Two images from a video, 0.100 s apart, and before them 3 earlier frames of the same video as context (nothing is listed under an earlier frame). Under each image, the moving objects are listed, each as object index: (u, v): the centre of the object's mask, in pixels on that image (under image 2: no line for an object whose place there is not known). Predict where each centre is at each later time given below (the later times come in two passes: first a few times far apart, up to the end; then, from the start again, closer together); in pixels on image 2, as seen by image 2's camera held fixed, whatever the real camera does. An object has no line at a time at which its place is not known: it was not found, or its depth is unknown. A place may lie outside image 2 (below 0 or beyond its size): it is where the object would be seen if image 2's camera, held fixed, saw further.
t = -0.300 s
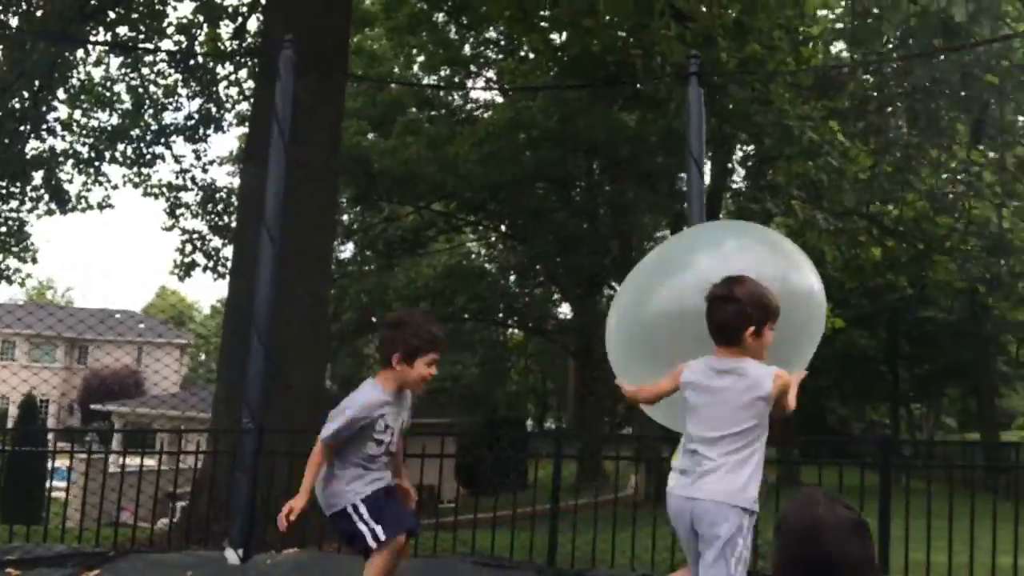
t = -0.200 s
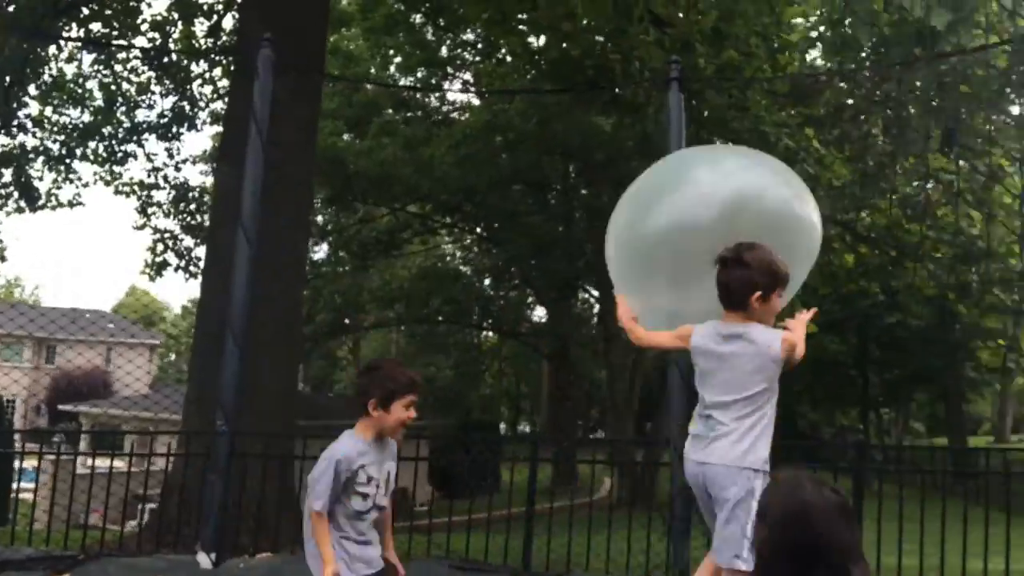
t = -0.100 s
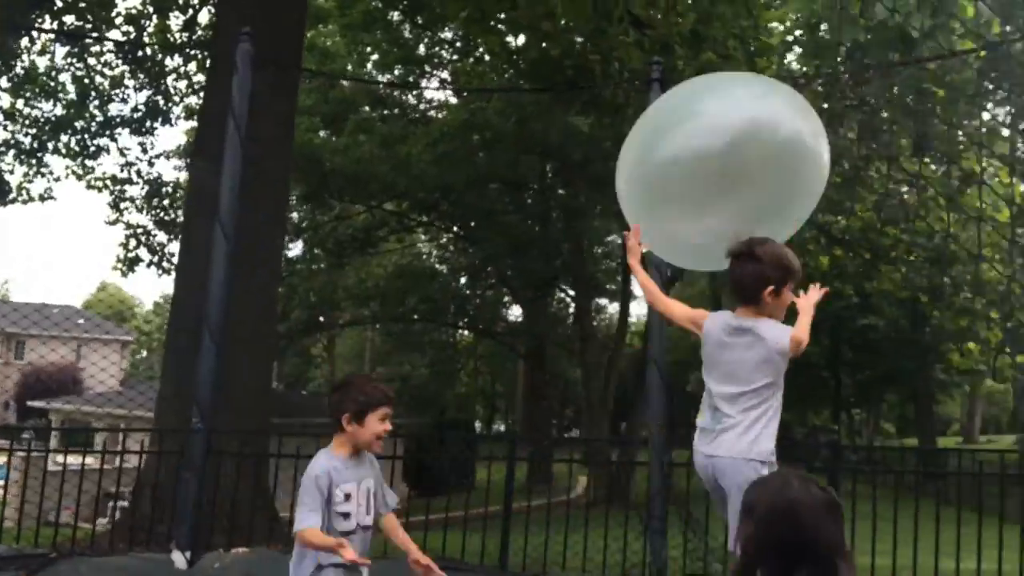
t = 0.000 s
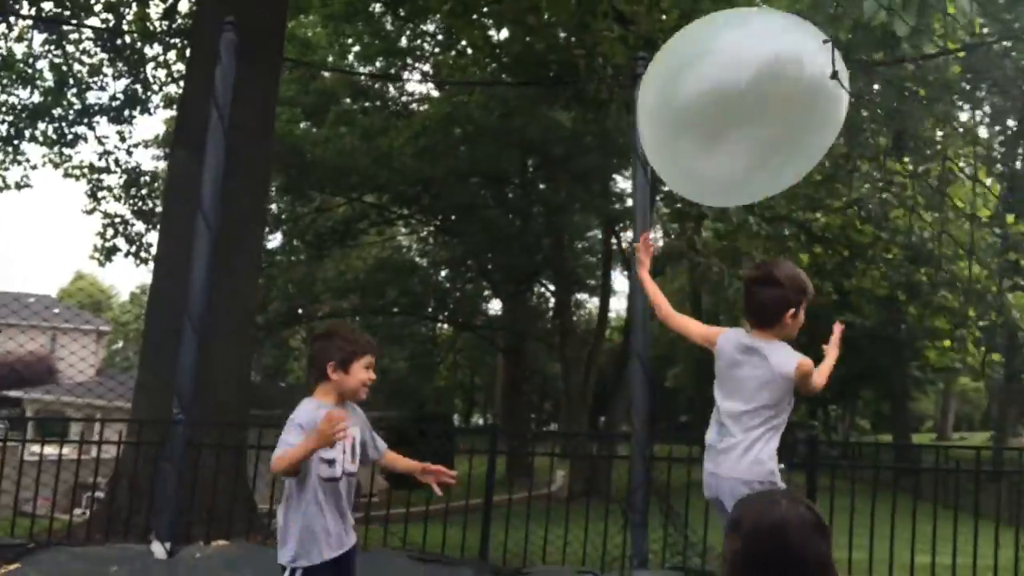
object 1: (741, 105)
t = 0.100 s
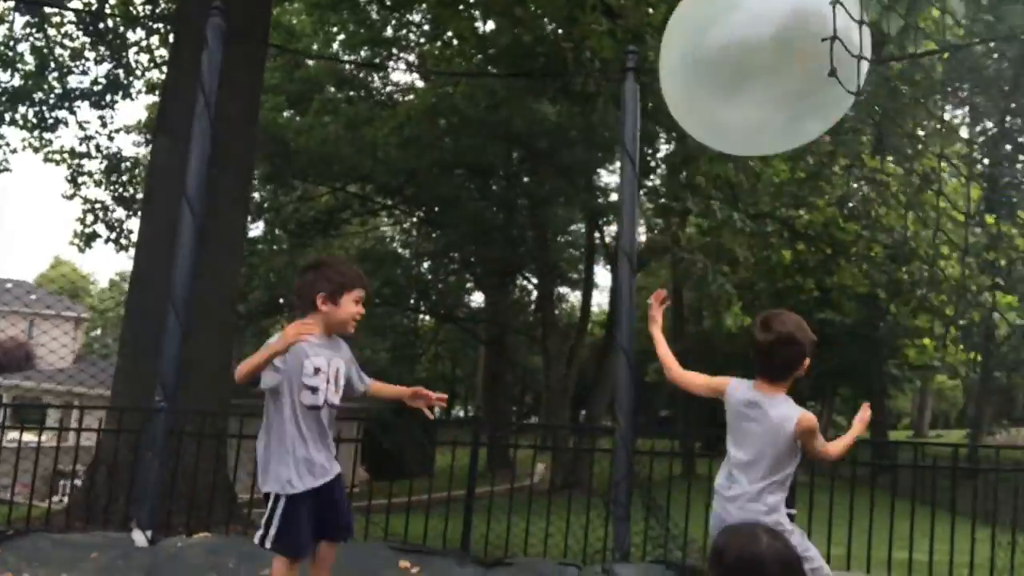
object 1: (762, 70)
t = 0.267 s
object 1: (806, 49)
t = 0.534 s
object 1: (875, 45)
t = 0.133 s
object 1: (769, 65)
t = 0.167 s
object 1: (779, 60)
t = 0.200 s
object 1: (791, 55)
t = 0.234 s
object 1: (799, 51)
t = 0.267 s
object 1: (806, 49)
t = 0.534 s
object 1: (875, 45)
